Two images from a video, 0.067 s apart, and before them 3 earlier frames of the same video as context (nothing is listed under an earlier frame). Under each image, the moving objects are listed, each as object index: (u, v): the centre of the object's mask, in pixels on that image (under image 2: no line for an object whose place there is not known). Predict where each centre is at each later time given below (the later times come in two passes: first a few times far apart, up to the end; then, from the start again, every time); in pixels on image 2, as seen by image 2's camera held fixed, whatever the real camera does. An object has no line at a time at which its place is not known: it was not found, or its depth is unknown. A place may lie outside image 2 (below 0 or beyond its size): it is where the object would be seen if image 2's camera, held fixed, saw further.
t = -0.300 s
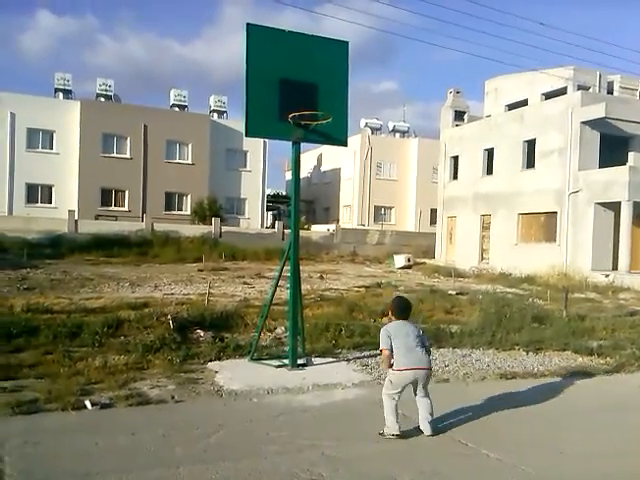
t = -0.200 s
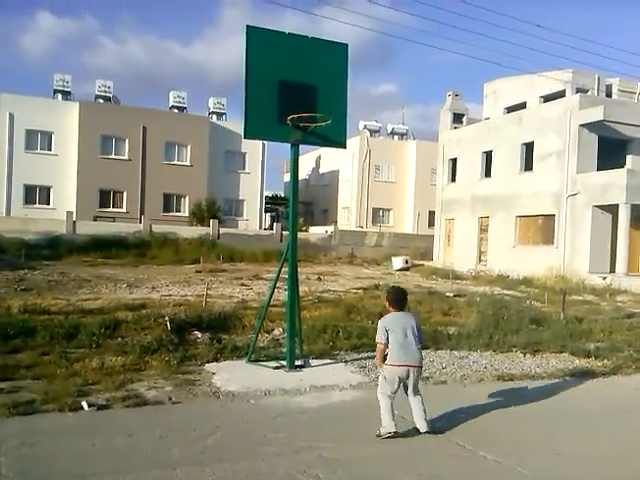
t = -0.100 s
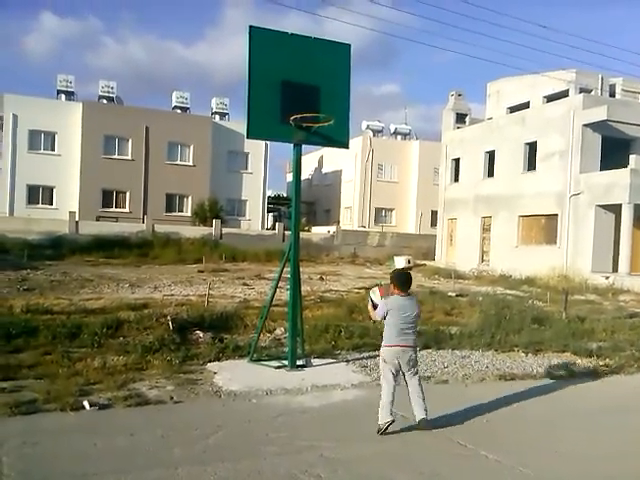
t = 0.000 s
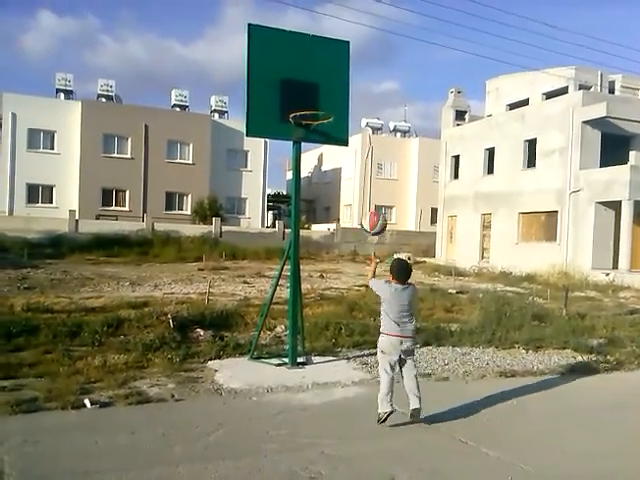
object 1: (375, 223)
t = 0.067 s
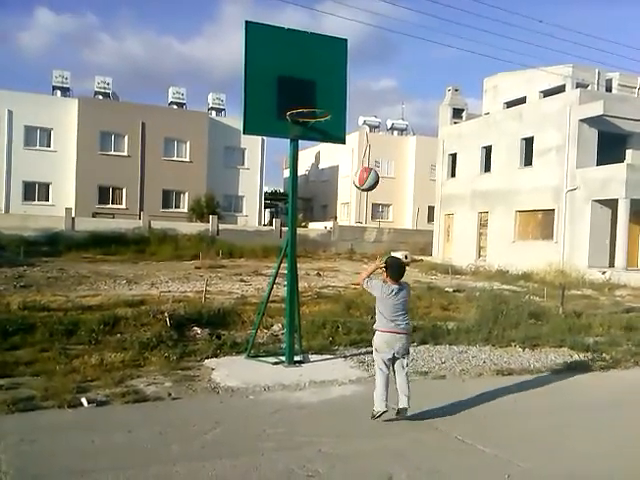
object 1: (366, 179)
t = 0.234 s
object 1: (354, 93)
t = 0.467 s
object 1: (335, 22)
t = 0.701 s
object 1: (316, 9)
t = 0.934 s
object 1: (296, 49)
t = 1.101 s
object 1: (284, 109)
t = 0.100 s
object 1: (363, 160)
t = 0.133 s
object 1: (361, 141)
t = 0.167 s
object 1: (358, 124)
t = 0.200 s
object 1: (356, 108)
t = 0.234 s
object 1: (354, 93)
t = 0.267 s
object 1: (351, 79)
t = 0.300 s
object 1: (348, 67)
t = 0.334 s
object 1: (345, 56)
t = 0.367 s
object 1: (342, 46)
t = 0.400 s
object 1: (340, 37)
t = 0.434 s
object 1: (338, 29)
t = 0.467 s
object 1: (335, 22)
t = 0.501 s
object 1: (334, 17)
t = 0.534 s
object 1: (331, 12)
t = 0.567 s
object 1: (328, 11)
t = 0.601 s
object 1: (325, 10)
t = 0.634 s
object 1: (322, 9)
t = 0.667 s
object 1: (318, 9)
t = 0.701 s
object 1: (316, 9)
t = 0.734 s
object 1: (313, 11)
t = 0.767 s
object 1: (311, 15)
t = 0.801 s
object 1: (308, 20)
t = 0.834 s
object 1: (306, 25)
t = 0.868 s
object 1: (303, 32)
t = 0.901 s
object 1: (299, 41)
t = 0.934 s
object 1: (296, 49)
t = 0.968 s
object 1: (294, 59)
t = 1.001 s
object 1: (291, 69)
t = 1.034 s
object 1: (289, 82)
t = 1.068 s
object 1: (286, 95)
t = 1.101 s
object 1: (284, 109)
